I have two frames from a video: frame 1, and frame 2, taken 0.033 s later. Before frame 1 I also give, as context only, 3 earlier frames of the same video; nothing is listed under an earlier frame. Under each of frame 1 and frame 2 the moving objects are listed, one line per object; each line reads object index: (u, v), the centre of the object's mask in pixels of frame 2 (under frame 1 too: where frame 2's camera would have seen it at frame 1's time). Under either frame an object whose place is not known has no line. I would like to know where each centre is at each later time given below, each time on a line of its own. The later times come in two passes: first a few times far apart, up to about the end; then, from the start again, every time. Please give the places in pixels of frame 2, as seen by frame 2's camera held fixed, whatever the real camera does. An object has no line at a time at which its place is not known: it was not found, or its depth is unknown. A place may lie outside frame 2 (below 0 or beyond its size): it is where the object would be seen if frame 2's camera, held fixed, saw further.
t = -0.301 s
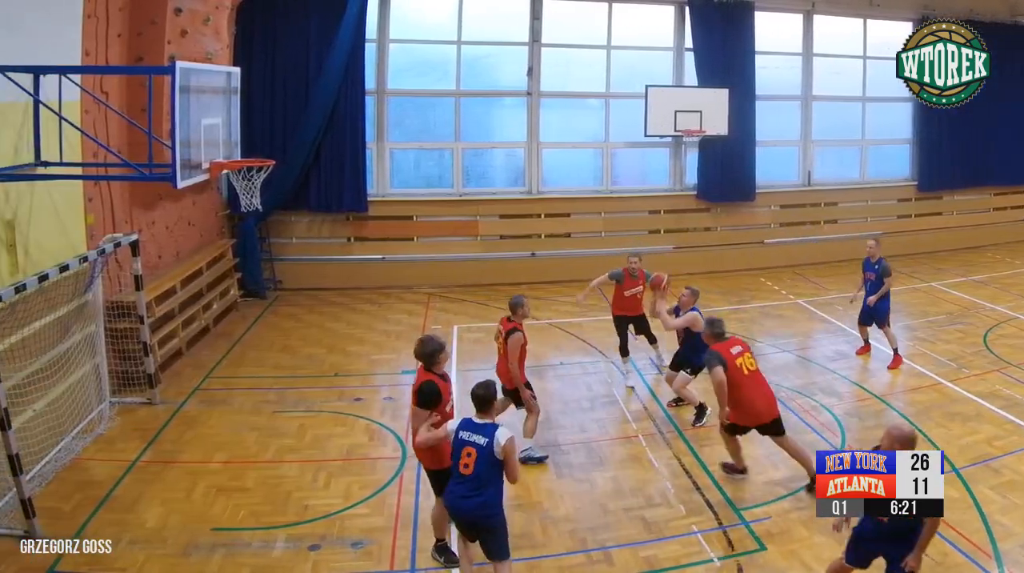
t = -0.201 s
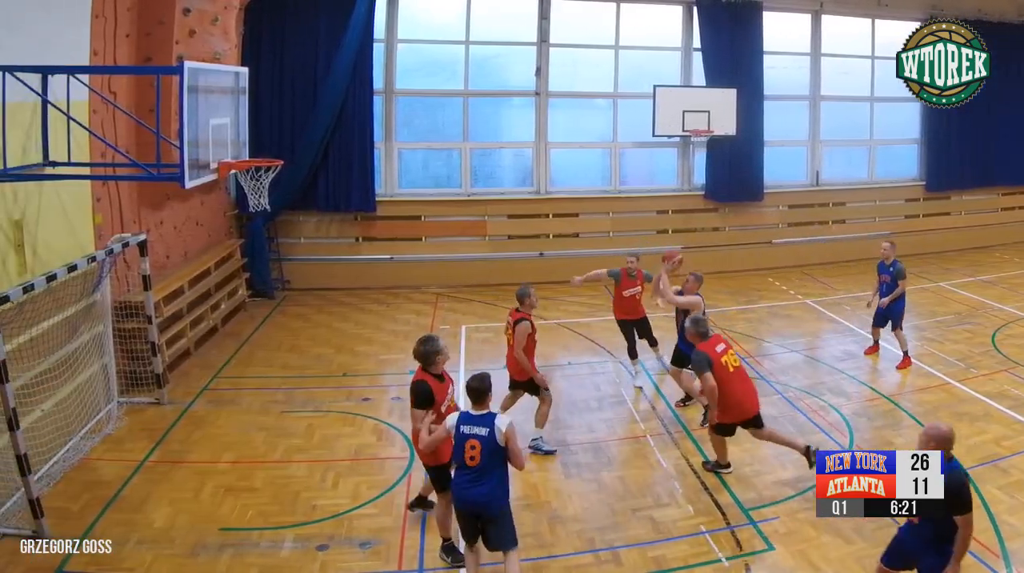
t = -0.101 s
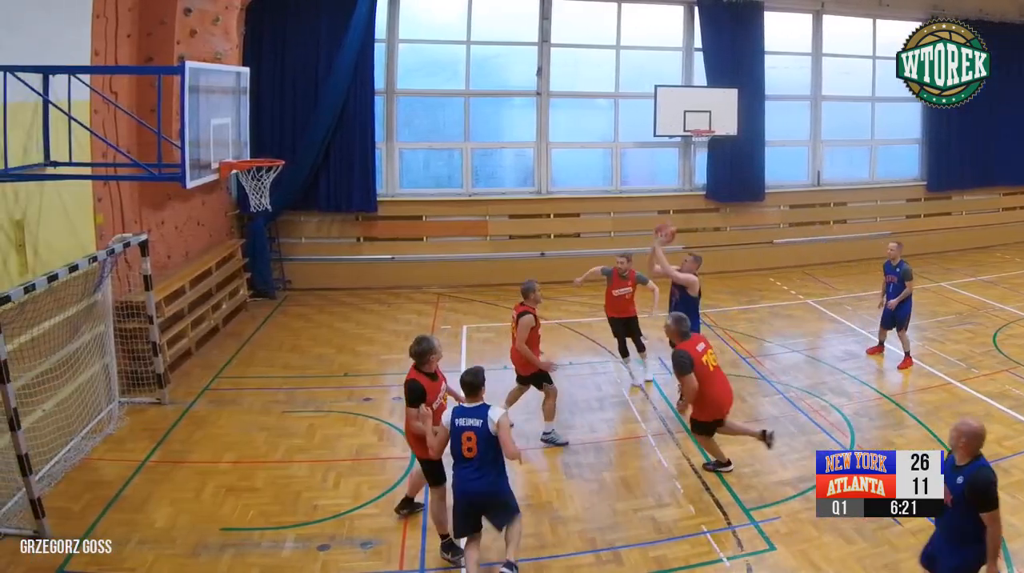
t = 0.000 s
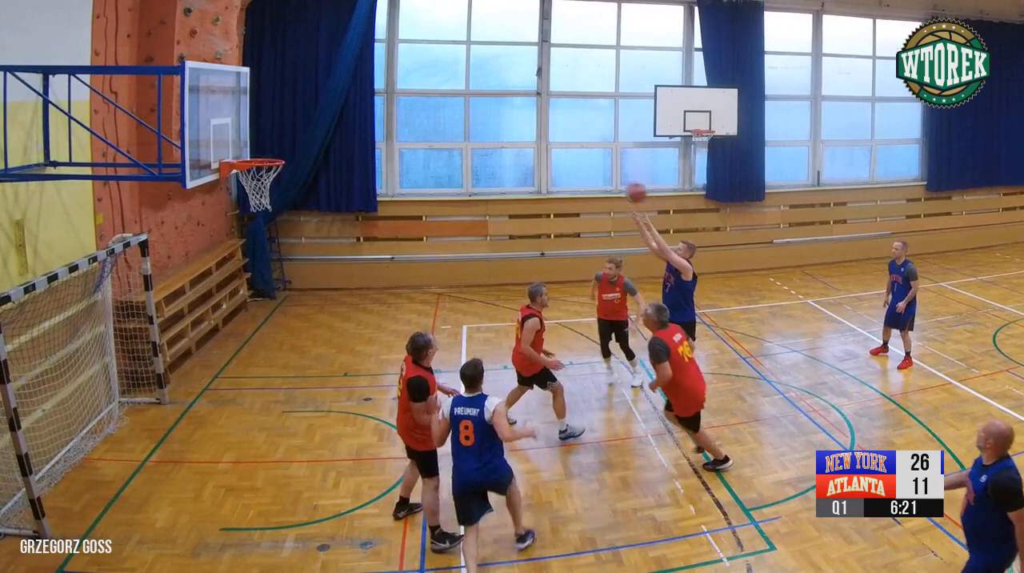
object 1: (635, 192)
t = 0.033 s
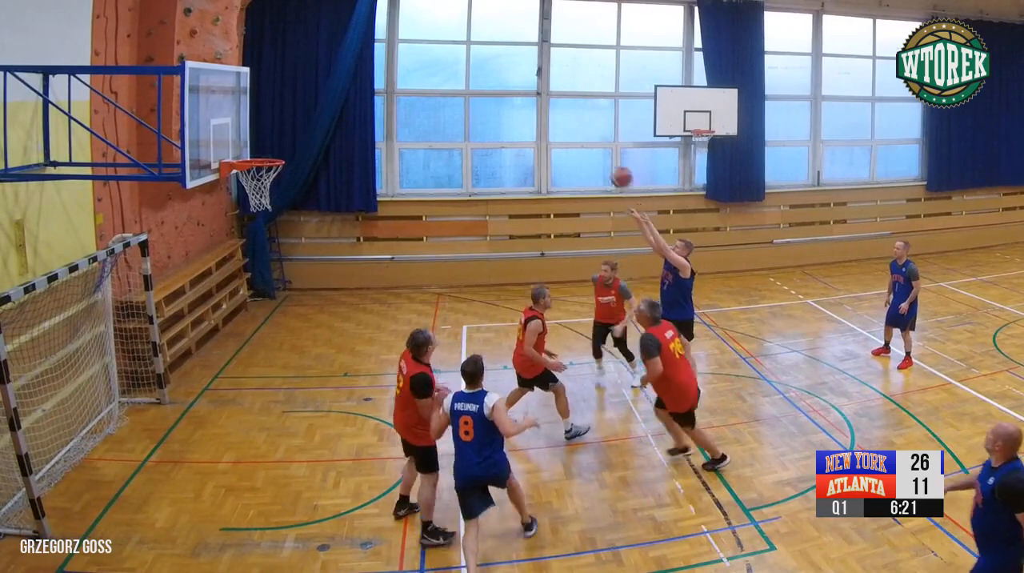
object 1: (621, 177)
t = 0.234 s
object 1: (534, 104)
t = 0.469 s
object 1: (429, 62)
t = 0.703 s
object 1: (322, 74)
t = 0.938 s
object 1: (235, 141)
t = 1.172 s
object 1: (282, 186)
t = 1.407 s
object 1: (286, 215)
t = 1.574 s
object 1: (292, 270)
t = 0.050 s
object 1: (614, 170)
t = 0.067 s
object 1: (607, 163)
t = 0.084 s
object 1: (600, 156)
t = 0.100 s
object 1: (592, 149)
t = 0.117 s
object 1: (585, 143)
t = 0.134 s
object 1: (578, 137)
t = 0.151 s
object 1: (571, 130)
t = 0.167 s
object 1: (563, 125)
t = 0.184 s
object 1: (556, 119)
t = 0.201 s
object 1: (549, 113)
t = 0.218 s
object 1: (542, 109)
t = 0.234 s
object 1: (534, 104)
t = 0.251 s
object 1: (527, 99)
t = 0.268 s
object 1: (520, 95)
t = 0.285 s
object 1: (512, 90)
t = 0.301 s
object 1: (504, 87)
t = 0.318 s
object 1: (497, 83)
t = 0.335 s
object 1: (489, 80)
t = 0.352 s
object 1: (482, 77)
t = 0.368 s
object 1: (474, 74)
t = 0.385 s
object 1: (467, 71)
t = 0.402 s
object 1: (459, 69)
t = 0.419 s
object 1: (452, 67)
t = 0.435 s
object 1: (444, 65)
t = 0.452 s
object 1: (436, 63)
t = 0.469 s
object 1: (429, 62)
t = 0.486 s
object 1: (421, 61)
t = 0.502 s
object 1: (414, 60)
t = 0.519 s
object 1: (406, 60)
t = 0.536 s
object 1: (399, 60)
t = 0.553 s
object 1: (391, 60)
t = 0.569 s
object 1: (382, 61)
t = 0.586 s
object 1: (374, 62)
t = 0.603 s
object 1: (367, 62)
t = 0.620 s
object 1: (360, 63)
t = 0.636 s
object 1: (353, 65)
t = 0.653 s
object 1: (345, 66)
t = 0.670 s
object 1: (337, 69)
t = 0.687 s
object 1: (330, 71)
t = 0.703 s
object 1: (322, 74)
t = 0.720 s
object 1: (315, 77)
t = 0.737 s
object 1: (307, 80)
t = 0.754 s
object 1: (299, 84)
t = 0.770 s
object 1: (292, 88)
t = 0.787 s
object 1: (284, 92)
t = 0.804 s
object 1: (276, 97)
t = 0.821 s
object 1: (269, 102)
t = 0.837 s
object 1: (262, 107)
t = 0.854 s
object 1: (255, 112)
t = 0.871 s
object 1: (248, 118)
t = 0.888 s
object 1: (240, 124)
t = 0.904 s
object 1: (232, 131)
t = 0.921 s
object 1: (229, 137)
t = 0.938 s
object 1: (235, 141)
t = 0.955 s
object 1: (239, 146)
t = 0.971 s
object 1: (245, 151)
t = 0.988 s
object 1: (249, 154)
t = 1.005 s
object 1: (255, 157)
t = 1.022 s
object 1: (261, 167)
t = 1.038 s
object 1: (265, 172)
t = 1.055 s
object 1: (269, 178)
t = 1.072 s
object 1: (274, 182)
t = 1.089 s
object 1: (277, 184)
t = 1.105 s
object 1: (278, 185)
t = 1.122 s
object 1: (280, 187)
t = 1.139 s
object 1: (281, 186)
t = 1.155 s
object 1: (283, 187)
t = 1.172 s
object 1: (282, 186)
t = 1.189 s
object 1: (282, 194)
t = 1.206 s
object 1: (283, 194)
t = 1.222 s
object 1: (283, 193)
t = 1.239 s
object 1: (284, 194)
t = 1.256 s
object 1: (285, 194)
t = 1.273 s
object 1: (285, 195)
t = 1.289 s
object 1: (285, 197)
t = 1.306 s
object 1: (285, 199)
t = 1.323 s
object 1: (285, 201)
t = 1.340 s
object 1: (286, 203)
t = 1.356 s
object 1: (286, 206)
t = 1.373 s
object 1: (286, 209)
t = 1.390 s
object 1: (286, 212)
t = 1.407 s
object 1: (286, 215)
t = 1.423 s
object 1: (287, 219)
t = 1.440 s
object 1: (287, 224)
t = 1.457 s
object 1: (288, 230)
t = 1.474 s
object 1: (288, 235)
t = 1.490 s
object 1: (289, 239)
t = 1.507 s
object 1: (289, 245)
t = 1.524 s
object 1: (290, 250)
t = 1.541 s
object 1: (291, 256)
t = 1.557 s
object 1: (291, 262)
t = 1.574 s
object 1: (292, 270)
